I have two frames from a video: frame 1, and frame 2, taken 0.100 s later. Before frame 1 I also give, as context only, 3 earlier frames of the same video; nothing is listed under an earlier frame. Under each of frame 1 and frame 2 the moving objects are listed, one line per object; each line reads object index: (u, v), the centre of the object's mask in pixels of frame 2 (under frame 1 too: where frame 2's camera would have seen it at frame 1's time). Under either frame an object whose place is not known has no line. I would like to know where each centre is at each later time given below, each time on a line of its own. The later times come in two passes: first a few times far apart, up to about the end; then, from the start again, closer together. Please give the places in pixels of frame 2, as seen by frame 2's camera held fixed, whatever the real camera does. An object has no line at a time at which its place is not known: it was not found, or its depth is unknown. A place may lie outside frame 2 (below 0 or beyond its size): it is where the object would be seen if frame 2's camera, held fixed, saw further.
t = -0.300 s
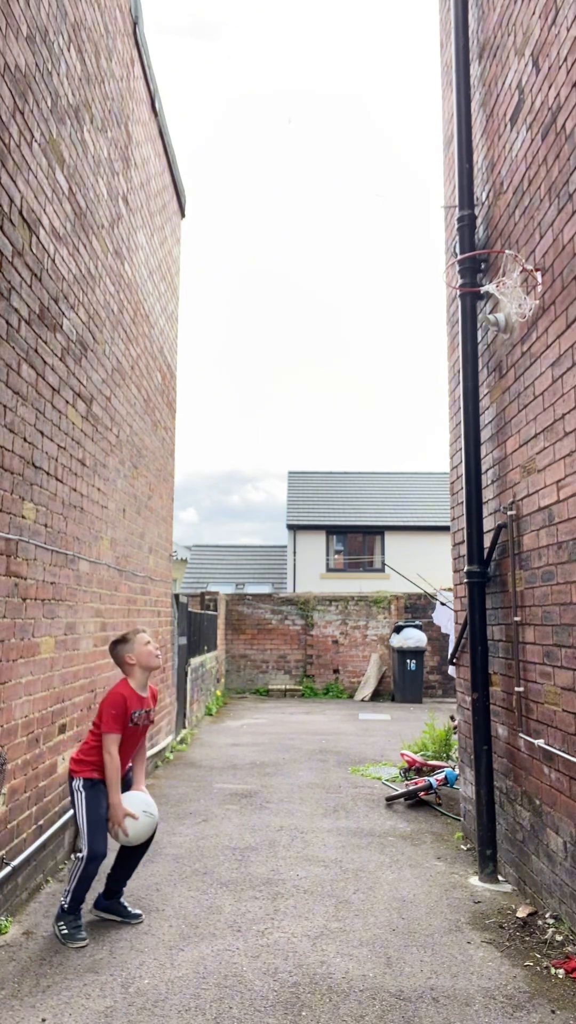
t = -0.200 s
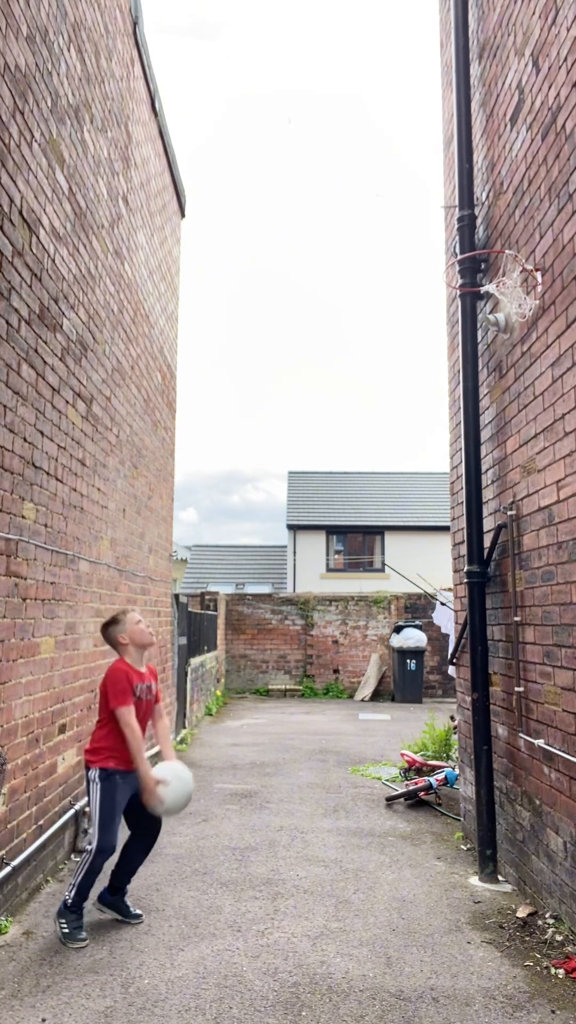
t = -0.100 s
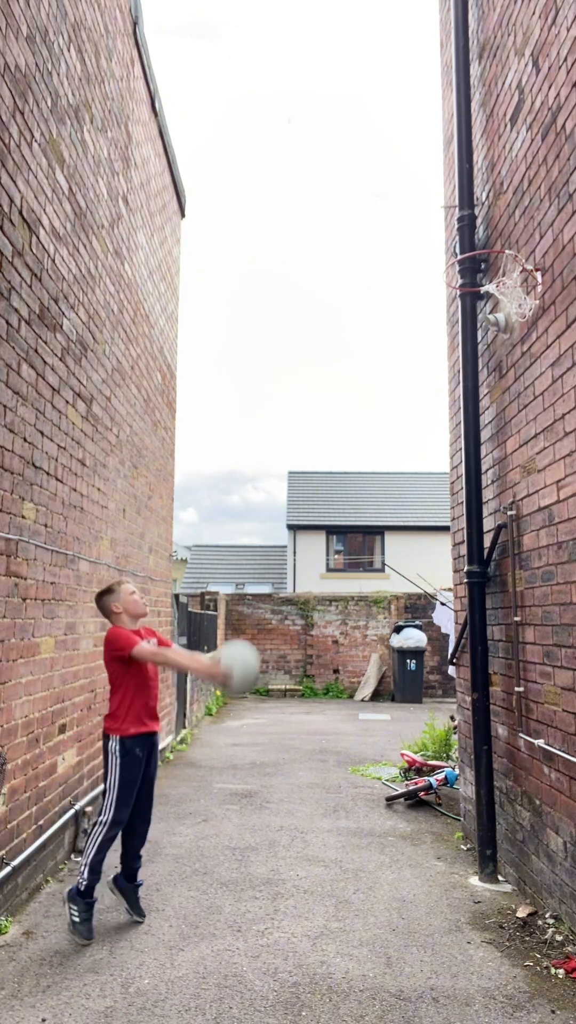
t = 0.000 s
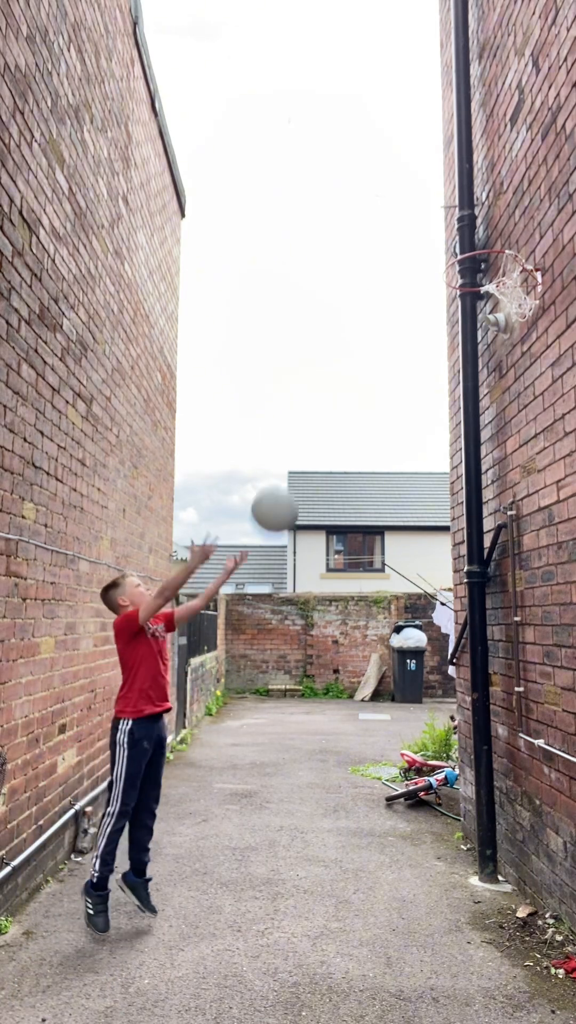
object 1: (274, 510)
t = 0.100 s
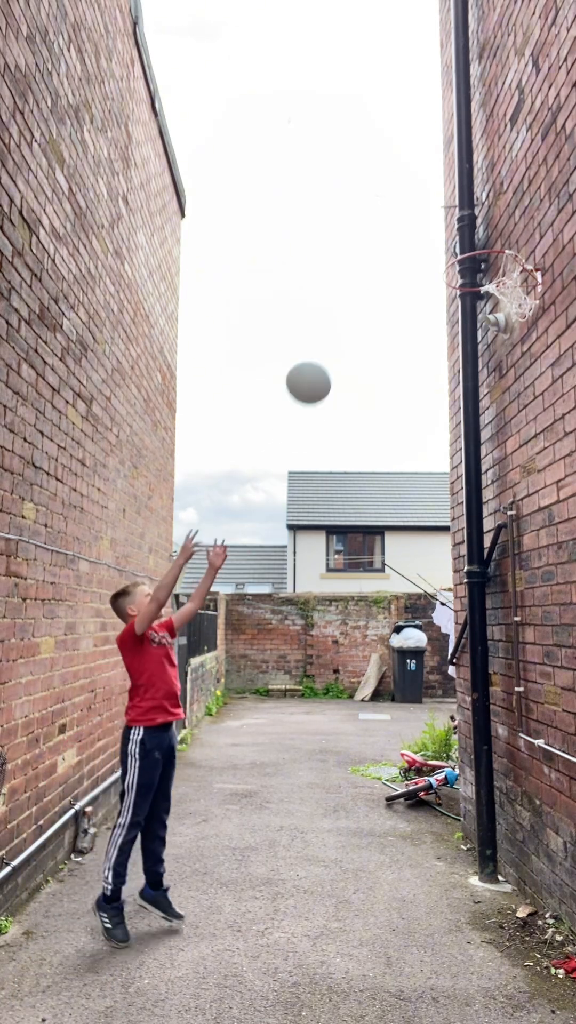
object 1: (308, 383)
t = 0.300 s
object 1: (370, 199)
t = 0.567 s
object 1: (446, 83)
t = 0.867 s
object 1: (491, 104)
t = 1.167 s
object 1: (419, 267)
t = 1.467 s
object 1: (349, 592)
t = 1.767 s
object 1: (294, 748)
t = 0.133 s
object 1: (319, 347)
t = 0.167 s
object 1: (329, 312)
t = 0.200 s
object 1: (340, 280)
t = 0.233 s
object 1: (350, 251)
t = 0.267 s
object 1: (360, 224)
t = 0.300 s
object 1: (370, 199)
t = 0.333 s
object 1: (380, 177)
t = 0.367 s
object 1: (389, 157)
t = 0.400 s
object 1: (399, 139)
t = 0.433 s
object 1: (408, 124)
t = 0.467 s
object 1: (417, 111)
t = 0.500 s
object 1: (427, 99)
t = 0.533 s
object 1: (436, 90)
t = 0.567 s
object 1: (446, 83)
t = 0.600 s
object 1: (455, 79)
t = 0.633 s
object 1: (464, 76)
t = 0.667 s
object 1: (472, 75)
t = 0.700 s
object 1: (481, 76)
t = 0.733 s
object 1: (490, 78)
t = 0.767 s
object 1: (500, 84)
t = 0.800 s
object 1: (508, 90)
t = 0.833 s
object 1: (499, 97)
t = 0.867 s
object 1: (491, 104)
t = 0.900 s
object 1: (482, 115)
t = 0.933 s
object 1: (475, 127)
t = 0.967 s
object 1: (466, 141)
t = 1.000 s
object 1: (459, 156)
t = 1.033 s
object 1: (451, 174)
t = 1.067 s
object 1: (443, 195)
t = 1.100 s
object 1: (435, 217)
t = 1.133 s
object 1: (427, 241)
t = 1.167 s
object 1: (419, 267)
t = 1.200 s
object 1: (411, 295)
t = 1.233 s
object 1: (404, 324)
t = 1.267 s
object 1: (396, 357)
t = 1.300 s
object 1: (388, 390)
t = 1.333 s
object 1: (381, 427)
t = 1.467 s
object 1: (349, 592)
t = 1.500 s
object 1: (340, 639)
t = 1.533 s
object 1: (332, 689)
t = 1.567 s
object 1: (323, 744)
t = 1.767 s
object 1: (294, 748)
